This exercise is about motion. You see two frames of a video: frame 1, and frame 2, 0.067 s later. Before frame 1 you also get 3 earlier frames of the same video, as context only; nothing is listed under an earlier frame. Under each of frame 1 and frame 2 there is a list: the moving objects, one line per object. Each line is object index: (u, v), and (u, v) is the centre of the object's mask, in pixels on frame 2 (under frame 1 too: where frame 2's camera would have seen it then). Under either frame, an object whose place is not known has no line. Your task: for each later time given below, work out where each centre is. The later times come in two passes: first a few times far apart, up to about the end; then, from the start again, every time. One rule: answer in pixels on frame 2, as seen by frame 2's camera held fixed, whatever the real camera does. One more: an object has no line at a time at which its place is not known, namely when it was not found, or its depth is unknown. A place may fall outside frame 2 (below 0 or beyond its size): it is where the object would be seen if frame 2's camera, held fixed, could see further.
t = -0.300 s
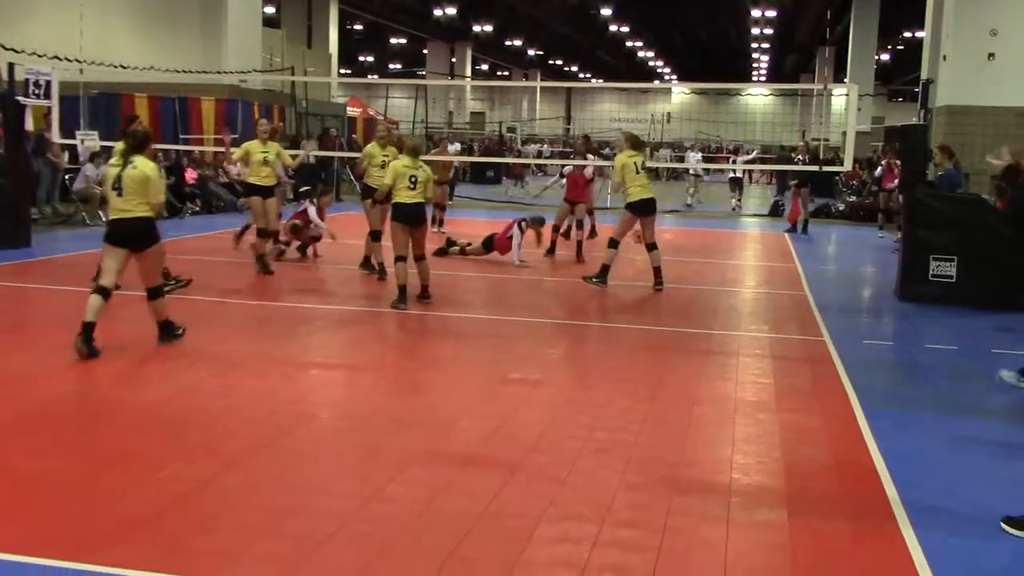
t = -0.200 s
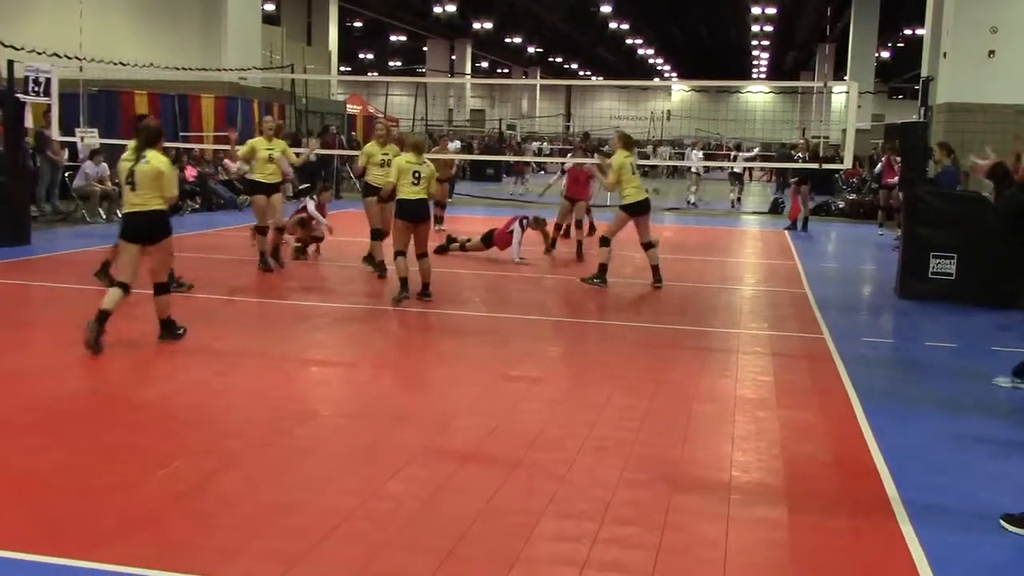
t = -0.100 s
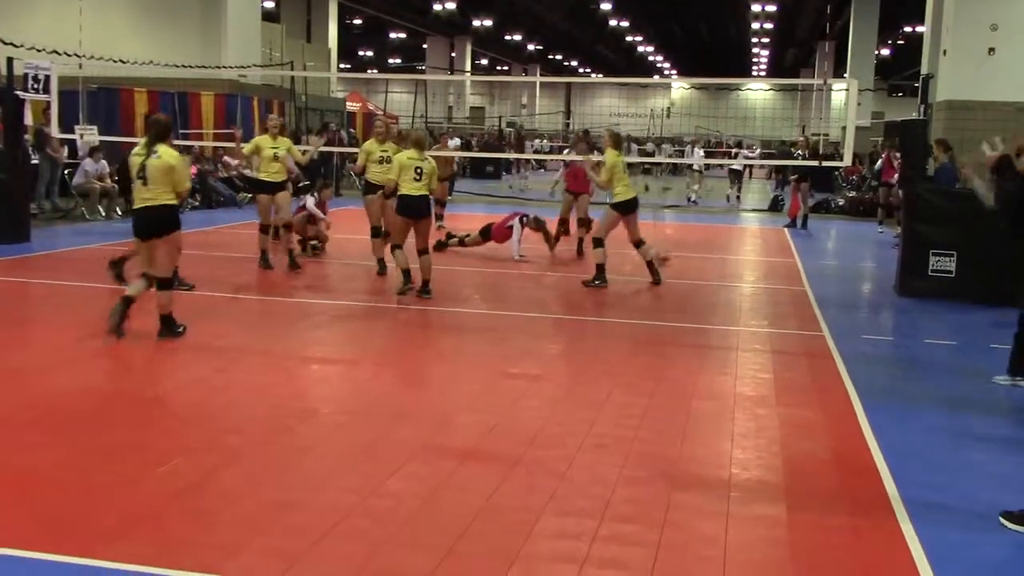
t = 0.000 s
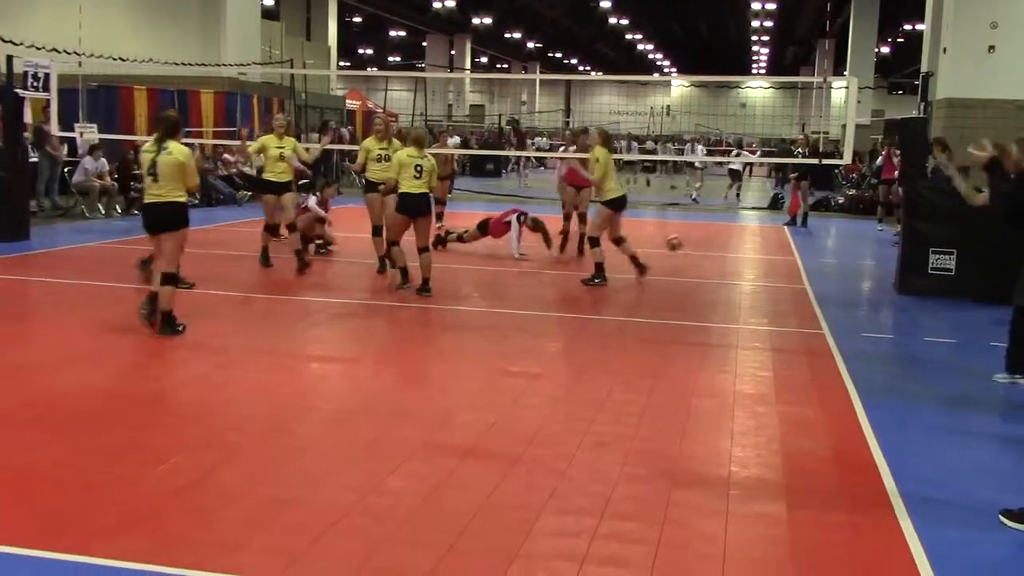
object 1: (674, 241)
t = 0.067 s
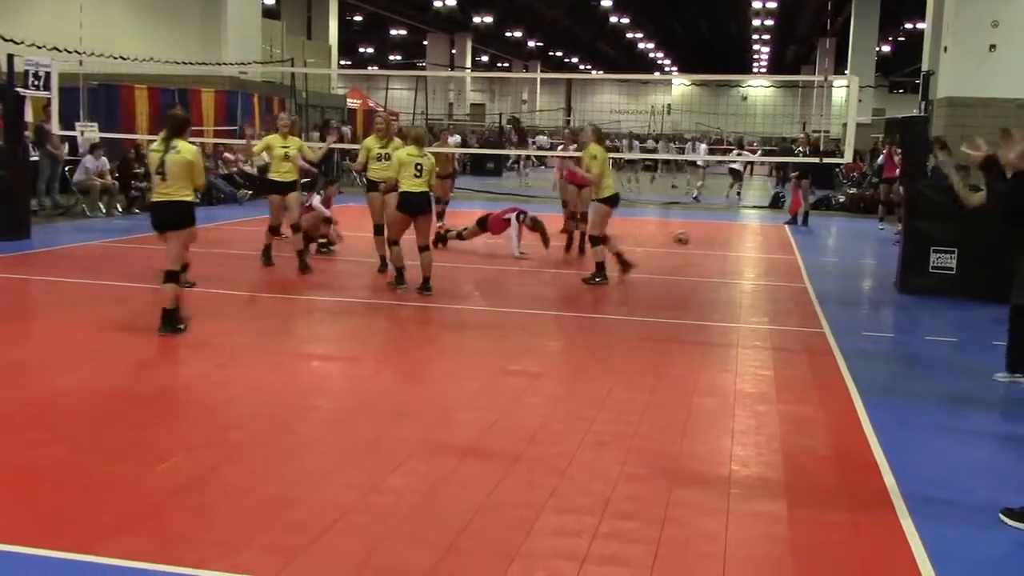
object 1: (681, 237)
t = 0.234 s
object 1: (699, 244)
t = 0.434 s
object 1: (721, 247)
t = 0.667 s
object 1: (746, 254)
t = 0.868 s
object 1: (768, 252)
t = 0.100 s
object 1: (685, 238)
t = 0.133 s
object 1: (689, 237)
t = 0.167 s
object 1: (693, 236)
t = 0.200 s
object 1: (697, 239)
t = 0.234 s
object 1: (699, 244)
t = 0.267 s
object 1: (703, 245)
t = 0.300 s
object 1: (706, 250)
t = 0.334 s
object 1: (710, 254)
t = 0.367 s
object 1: (713, 252)
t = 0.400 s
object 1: (718, 250)
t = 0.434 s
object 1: (721, 247)
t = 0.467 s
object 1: (725, 246)
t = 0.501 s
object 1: (729, 245)
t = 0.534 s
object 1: (733, 245)
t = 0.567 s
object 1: (736, 246)
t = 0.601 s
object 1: (740, 249)
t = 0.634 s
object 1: (743, 251)
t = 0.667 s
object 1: (746, 254)
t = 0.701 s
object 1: (751, 254)
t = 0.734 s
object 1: (754, 253)
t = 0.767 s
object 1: (758, 251)
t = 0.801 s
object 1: (762, 250)
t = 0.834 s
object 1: (765, 251)
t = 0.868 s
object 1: (768, 252)
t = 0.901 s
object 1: (772, 256)
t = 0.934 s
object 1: (774, 255)
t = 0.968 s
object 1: (779, 258)
